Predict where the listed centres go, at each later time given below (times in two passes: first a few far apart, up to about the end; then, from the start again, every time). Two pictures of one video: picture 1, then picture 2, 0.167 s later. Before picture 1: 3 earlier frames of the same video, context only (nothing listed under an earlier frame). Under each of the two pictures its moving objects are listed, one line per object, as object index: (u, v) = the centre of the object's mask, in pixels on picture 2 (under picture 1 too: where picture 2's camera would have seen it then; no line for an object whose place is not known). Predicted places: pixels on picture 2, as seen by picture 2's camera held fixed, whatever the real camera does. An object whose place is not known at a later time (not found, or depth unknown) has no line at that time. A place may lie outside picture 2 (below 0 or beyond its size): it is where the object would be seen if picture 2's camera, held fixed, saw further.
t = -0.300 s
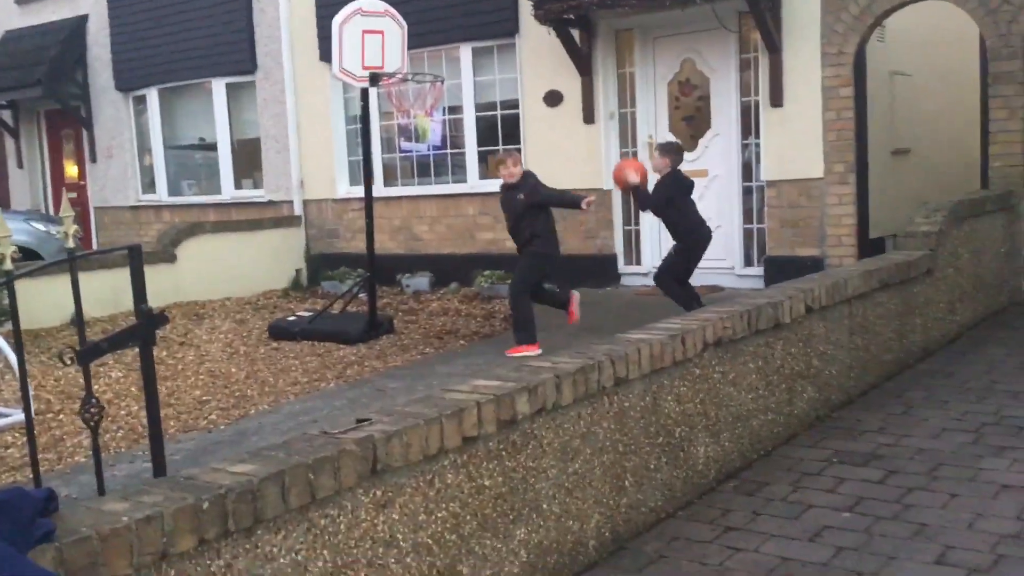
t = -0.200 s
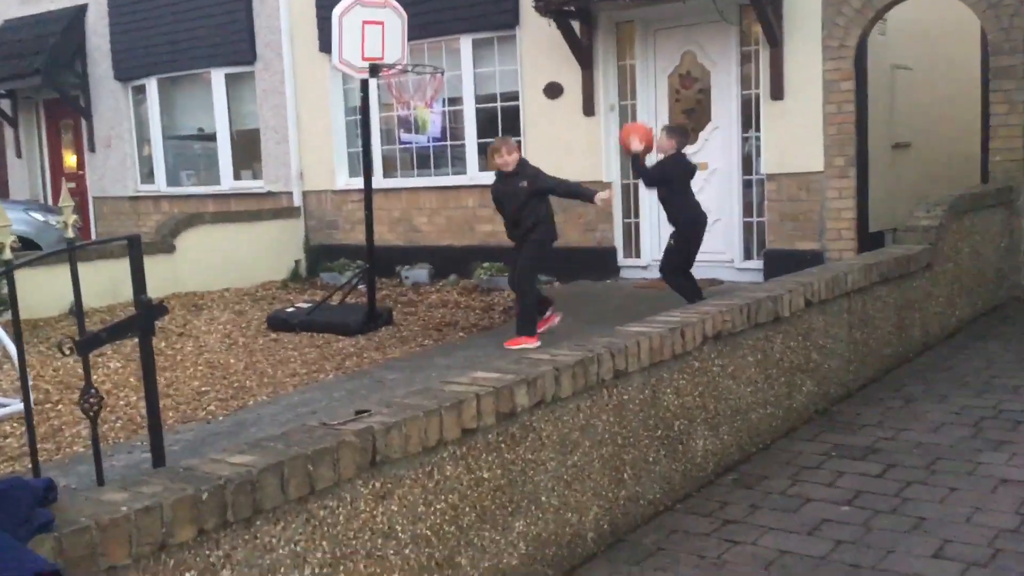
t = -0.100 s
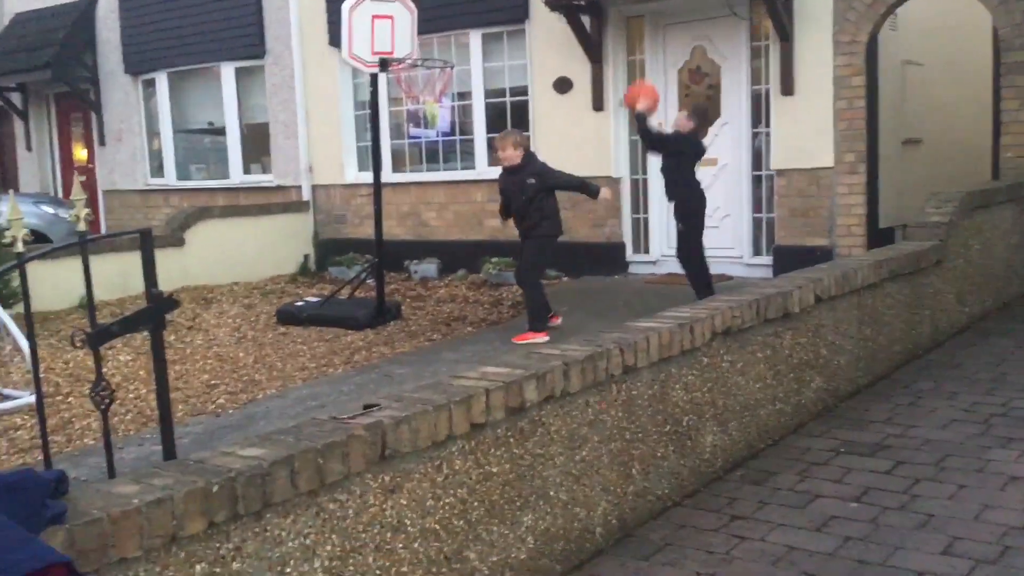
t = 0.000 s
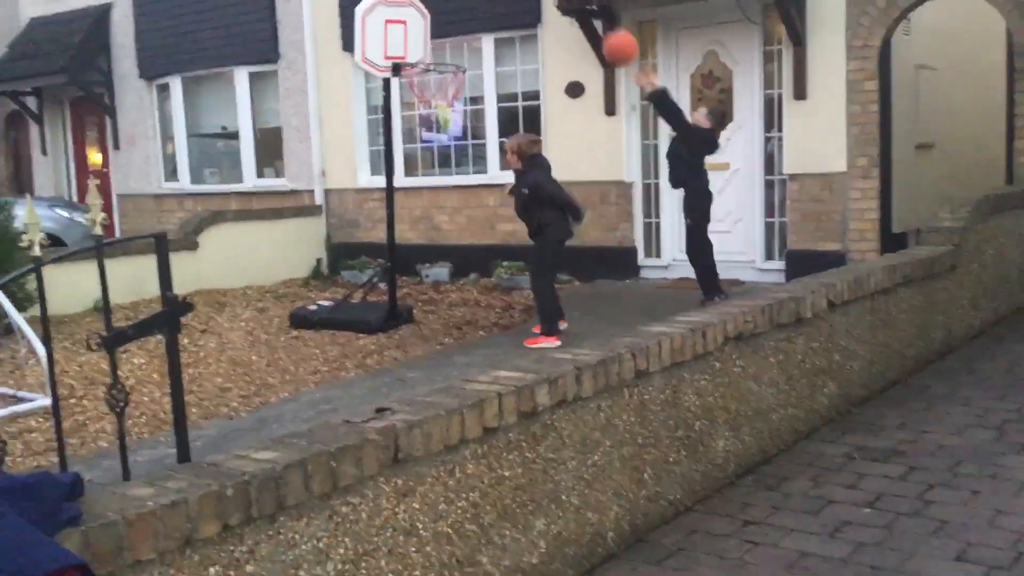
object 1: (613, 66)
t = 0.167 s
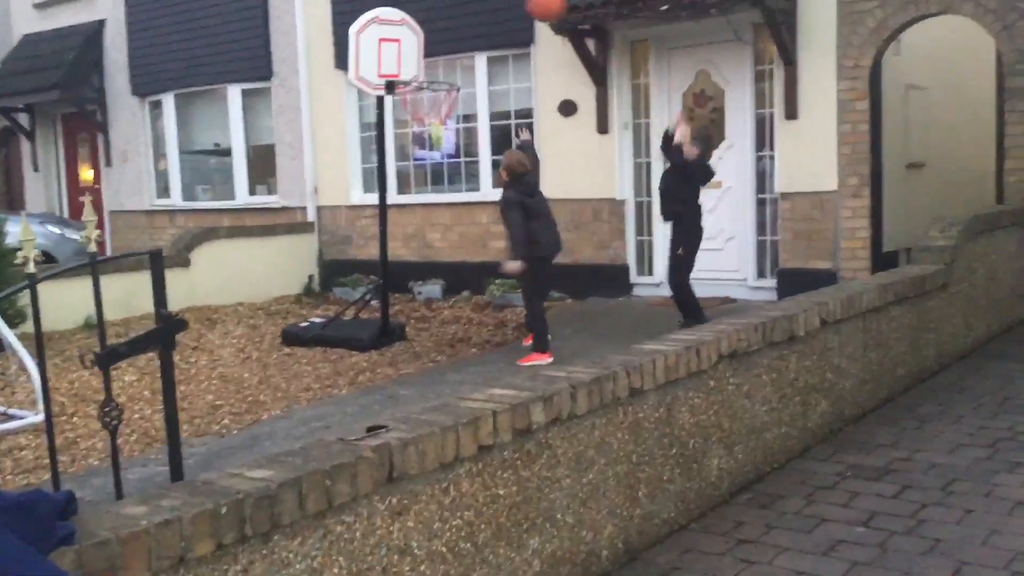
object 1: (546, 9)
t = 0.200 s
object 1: (532, 4)
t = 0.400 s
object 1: (457, -14)
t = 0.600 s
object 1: (401, 26)
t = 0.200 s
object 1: (532, 4)
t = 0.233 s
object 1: (519, -2)
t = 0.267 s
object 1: (506, -7)
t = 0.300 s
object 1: (493, -12)
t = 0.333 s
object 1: (481, -15)
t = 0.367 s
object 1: (469, -16)
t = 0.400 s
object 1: (457, -14)
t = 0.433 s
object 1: (445, -9)
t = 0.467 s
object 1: (433, -4)
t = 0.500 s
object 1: (420, 2)
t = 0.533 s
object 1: (407, 11)
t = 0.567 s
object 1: (403, 18)
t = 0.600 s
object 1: (401, 26)
